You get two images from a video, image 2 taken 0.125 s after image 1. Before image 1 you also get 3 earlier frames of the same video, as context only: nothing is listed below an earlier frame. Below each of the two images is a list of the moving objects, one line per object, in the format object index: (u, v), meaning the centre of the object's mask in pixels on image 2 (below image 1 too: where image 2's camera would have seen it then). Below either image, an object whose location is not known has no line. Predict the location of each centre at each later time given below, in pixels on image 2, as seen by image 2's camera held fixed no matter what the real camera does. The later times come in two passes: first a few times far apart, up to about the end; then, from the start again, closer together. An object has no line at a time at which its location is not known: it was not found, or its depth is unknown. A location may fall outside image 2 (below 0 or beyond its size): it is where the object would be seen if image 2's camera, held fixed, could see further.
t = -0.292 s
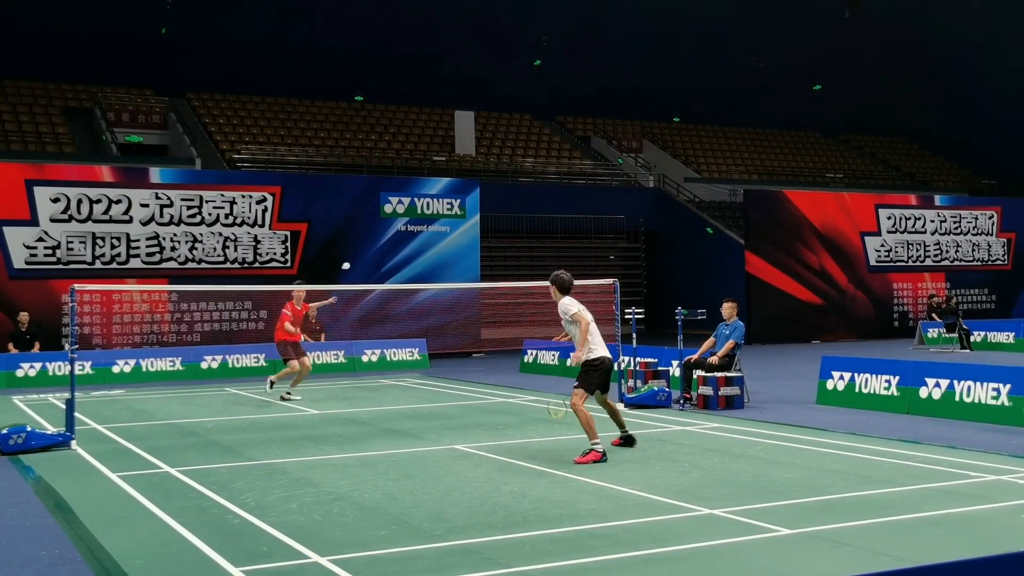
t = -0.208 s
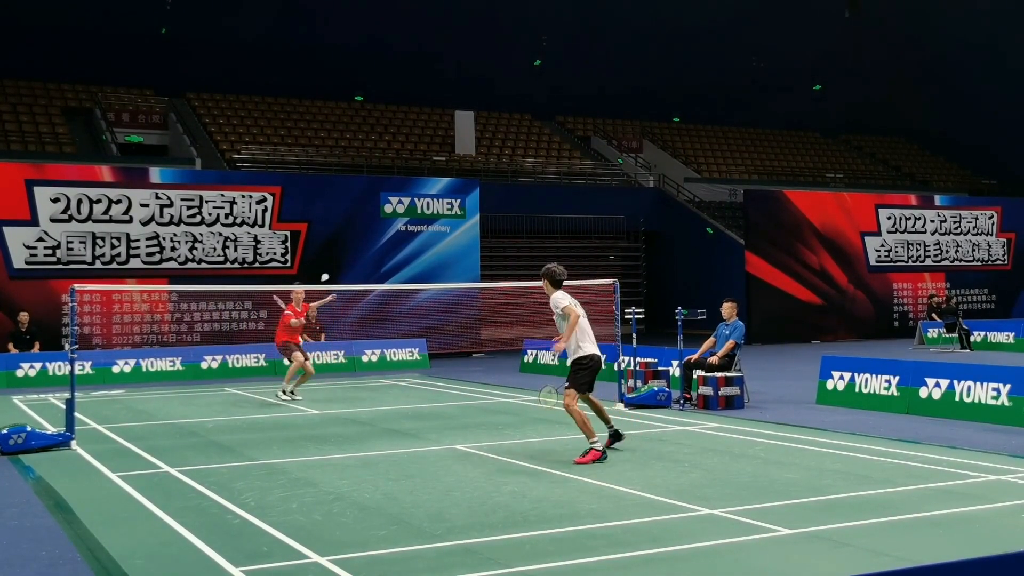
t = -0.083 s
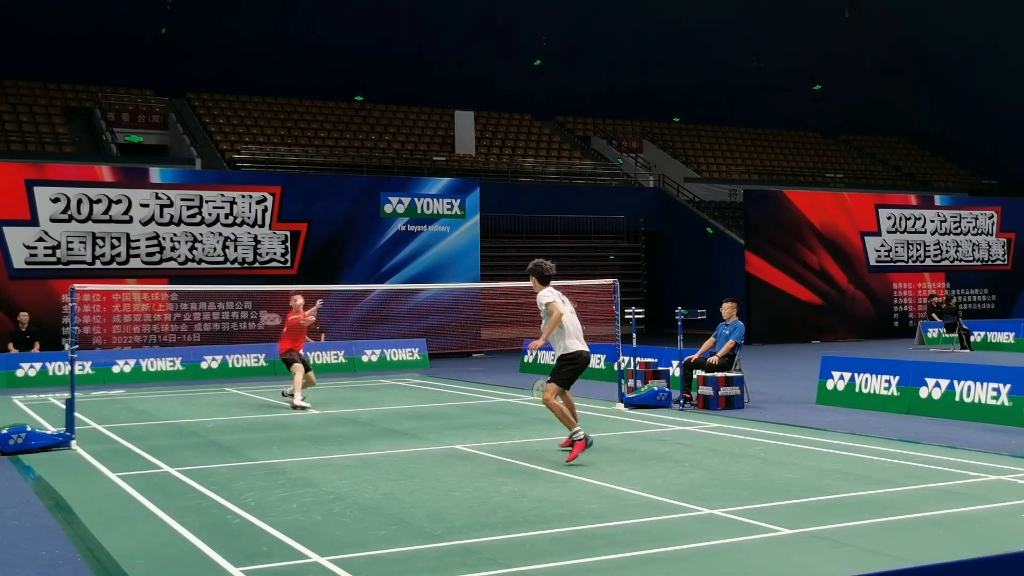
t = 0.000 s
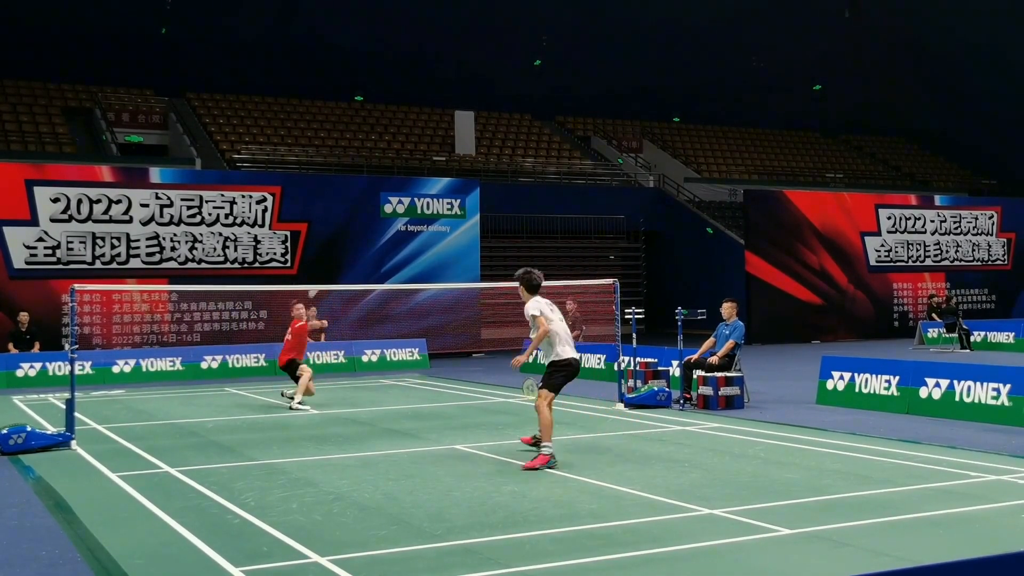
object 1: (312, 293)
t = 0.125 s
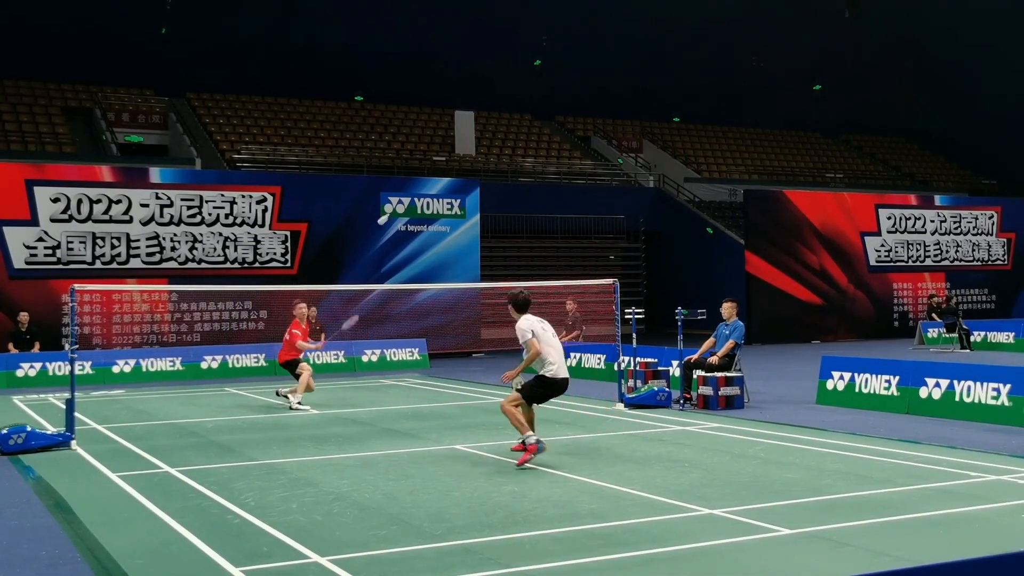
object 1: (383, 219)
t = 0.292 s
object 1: (466, 155)
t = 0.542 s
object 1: (576, 119)
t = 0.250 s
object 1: (450, 165)
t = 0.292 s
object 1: (466, 155)
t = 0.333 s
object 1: (481, 147)
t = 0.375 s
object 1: (502, 136)
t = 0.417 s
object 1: (523, 128)
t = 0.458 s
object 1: (543, 122)
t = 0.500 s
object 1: (563, 119)
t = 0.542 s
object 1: (576, 119)
